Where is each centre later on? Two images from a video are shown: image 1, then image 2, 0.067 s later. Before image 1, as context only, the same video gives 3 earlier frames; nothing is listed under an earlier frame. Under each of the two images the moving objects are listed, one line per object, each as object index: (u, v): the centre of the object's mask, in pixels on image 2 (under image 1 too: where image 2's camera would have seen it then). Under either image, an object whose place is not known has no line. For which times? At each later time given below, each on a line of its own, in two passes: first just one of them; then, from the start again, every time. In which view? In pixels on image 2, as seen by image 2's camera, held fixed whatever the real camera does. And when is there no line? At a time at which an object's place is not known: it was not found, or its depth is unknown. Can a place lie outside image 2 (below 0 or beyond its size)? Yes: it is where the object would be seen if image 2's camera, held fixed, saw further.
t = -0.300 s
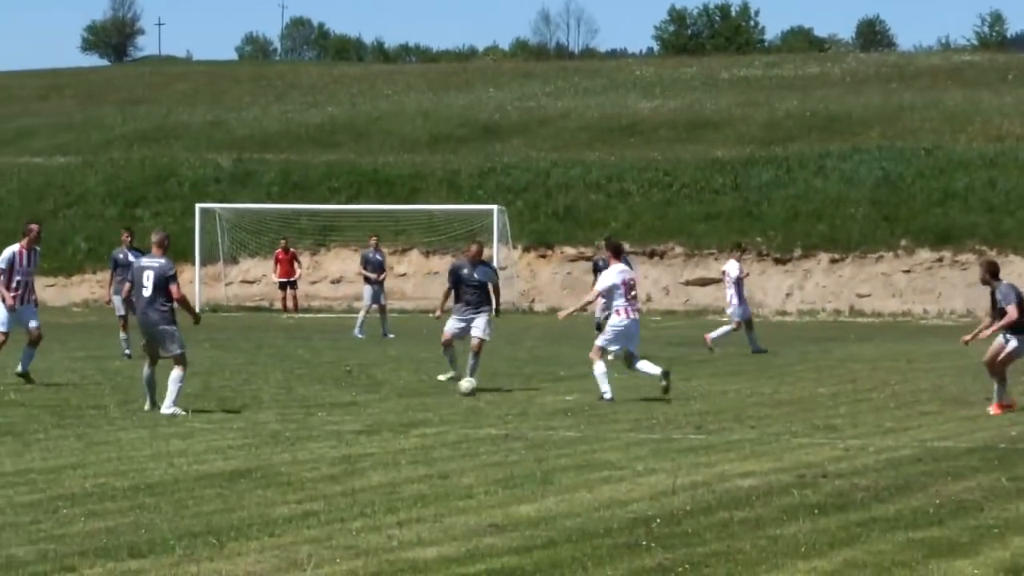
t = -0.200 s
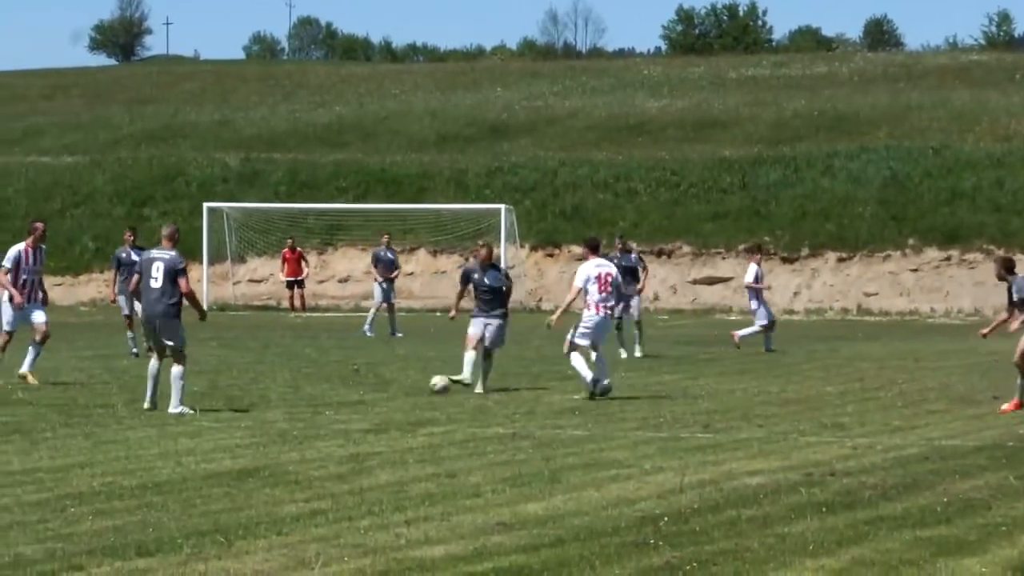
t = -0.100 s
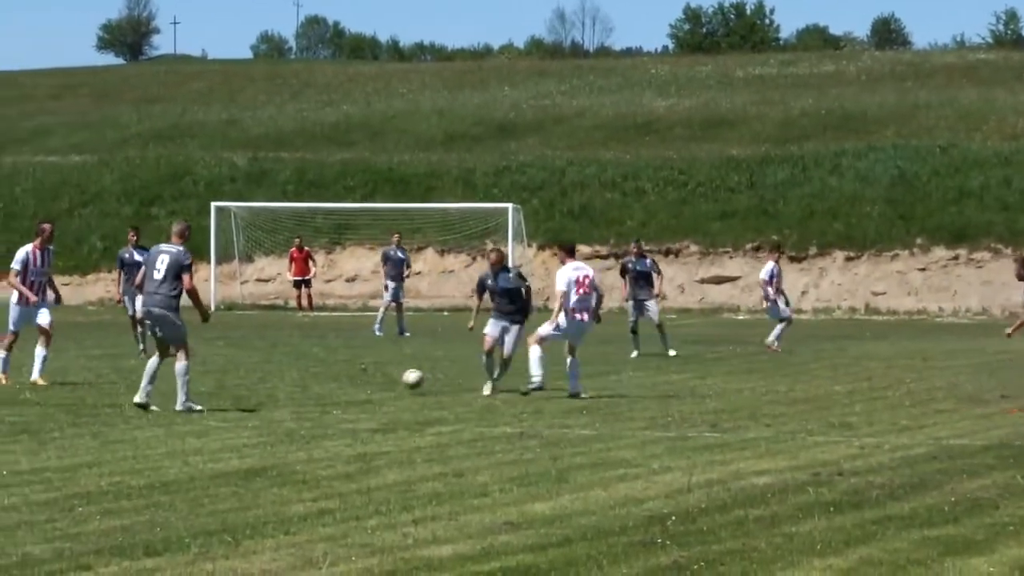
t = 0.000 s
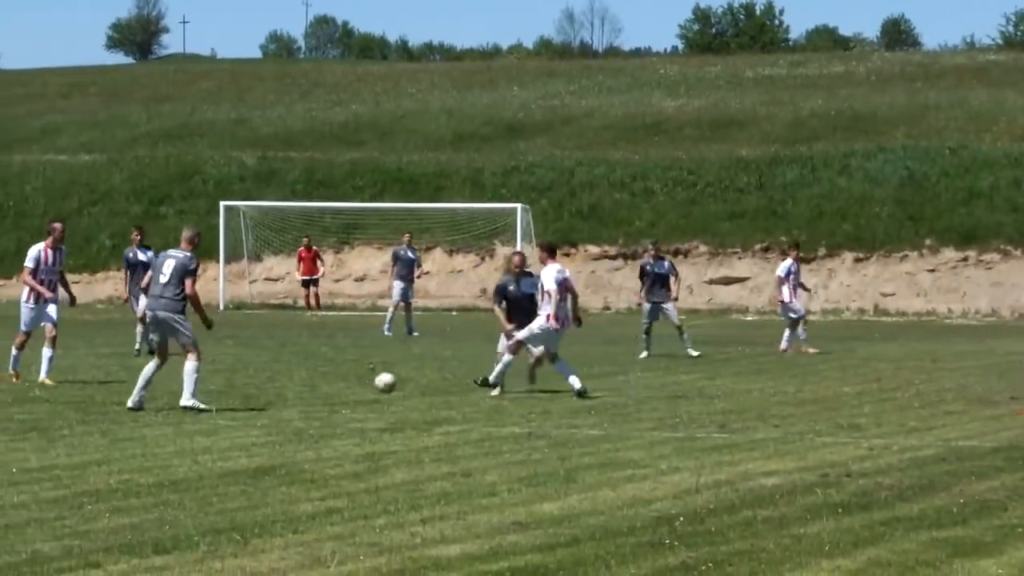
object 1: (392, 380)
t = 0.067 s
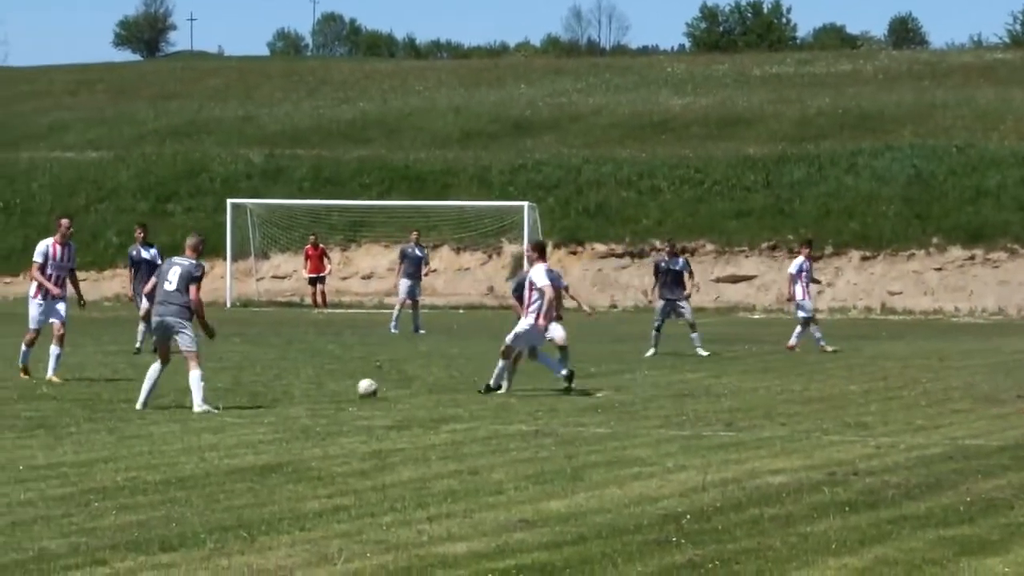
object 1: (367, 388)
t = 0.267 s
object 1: (298, 390)
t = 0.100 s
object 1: (355, 390)
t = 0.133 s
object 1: (344, 388)
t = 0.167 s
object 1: (333, 387)
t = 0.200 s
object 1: (321, 386)
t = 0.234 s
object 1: (310, 387)
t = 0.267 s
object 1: (298, 390)
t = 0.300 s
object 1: (286, 392)
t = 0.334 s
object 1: (275, 393)
